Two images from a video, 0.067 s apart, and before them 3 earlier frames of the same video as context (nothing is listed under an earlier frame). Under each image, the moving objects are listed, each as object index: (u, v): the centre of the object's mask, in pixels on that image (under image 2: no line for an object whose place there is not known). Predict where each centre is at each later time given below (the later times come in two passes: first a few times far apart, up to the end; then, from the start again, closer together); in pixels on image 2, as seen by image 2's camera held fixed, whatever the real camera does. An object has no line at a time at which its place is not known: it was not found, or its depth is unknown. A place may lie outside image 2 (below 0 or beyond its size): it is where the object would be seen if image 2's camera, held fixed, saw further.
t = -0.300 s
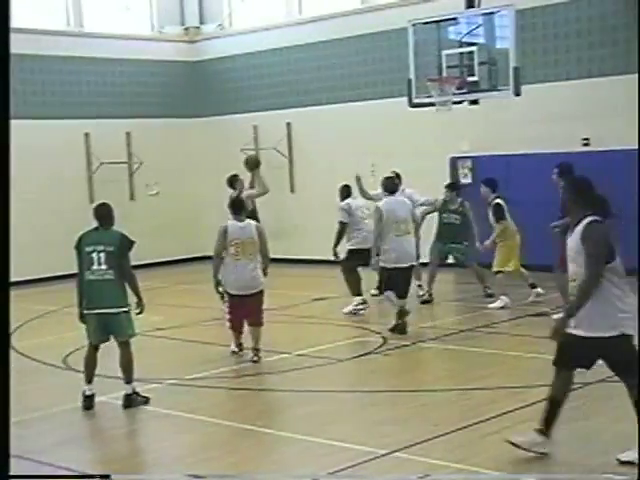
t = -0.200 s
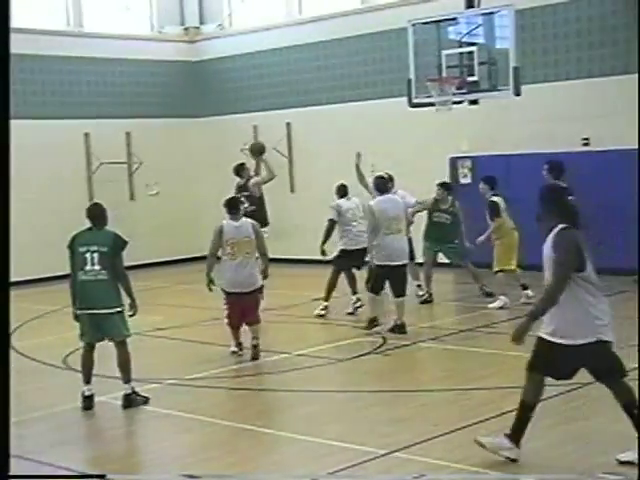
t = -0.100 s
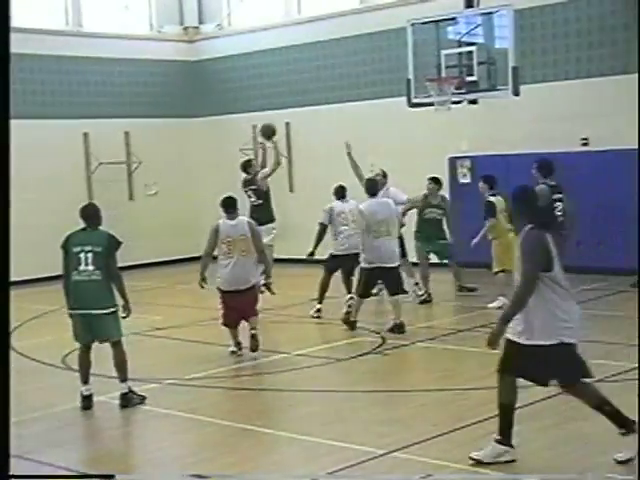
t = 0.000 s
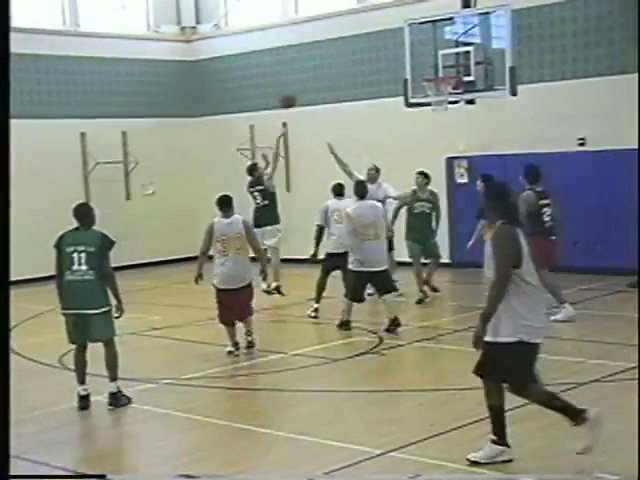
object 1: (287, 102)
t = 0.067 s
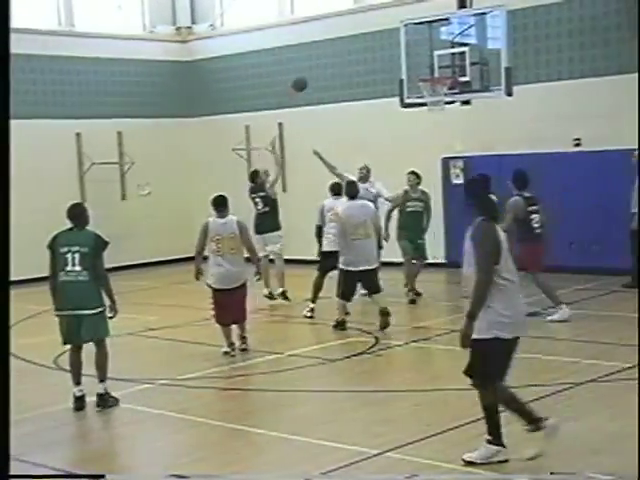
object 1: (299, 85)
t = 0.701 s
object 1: (437, 65)
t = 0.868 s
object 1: (424, 54)
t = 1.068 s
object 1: (409, 66)
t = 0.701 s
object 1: (437, 65)
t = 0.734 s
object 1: (434, 61)
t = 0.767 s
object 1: (431, 59)
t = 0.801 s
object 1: (429, 56)
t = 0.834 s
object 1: (426, 55)
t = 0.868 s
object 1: (424, 54)
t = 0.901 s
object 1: (423, 54)
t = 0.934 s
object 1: (419, 55)
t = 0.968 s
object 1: (416, 56)
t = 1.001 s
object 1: (415, 59)
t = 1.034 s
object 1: (412, 62)
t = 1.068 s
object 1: (409, 66)
